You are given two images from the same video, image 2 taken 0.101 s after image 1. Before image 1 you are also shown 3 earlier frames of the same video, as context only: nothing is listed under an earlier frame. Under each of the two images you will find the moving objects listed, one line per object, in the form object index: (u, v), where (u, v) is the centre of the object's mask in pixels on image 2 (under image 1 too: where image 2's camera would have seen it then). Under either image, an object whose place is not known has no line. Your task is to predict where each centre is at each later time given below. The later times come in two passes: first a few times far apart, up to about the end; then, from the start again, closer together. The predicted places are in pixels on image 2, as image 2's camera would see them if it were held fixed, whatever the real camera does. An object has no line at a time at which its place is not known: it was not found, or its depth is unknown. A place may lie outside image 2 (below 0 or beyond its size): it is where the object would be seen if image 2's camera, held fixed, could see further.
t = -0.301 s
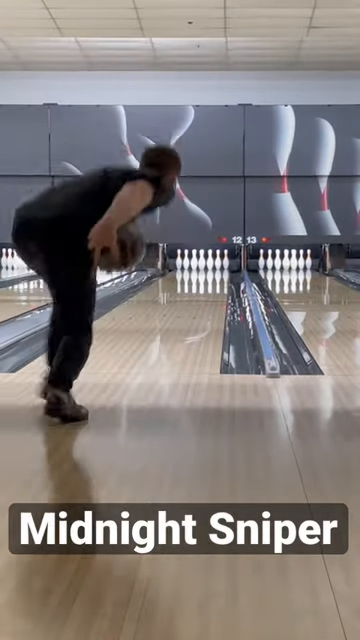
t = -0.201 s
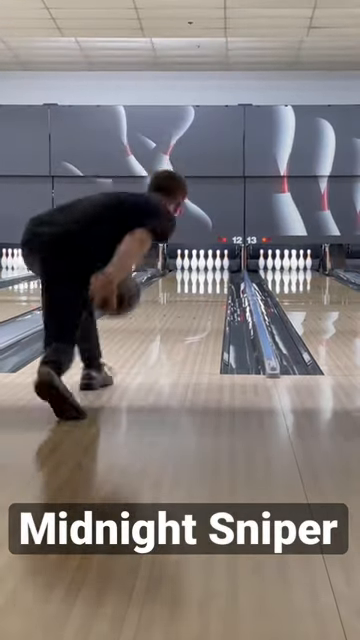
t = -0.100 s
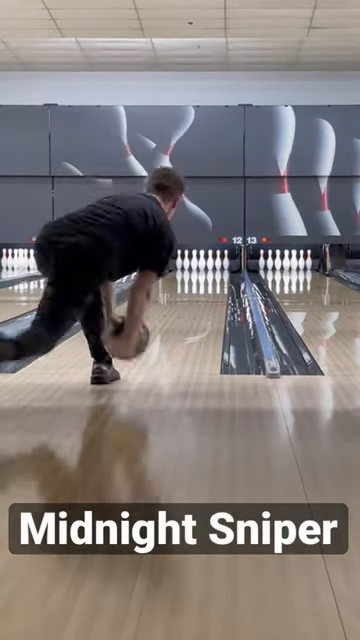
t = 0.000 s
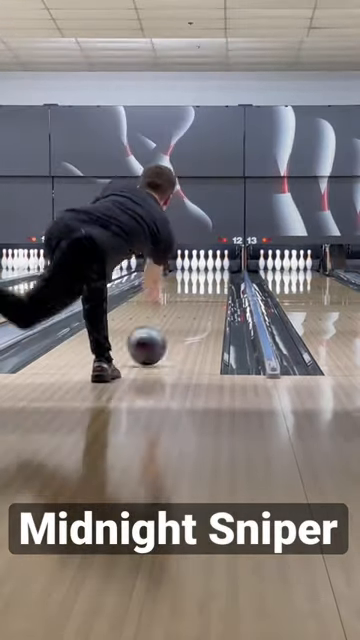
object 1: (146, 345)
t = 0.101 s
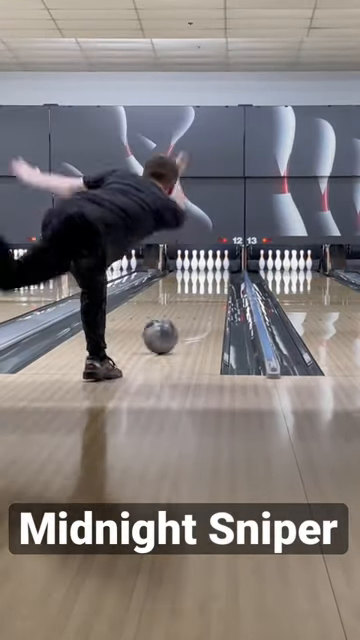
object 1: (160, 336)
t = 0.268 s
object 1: (178, 322)
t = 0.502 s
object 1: (195, 307)
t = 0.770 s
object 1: (207, 296)
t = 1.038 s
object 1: (215, 288)
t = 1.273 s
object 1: (219, 282)
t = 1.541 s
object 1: (220, 277)
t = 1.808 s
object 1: (219, 272)
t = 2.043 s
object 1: (215, 269)
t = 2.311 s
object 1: (209, 266)
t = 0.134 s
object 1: (164, 334)
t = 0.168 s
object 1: (168, 329)
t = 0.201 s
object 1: (171, 326)
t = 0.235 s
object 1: (174, 324)
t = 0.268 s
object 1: (178, 322)
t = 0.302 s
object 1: (180, 319)
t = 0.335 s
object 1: (183, 317)
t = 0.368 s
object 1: (186, 315)
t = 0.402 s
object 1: (188, 314)
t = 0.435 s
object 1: (190, 311)
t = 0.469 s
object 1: (192, 309)
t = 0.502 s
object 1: (195, 307)
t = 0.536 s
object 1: (197, 307)
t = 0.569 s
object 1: (198, 304)
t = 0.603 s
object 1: (200, 303)
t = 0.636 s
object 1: (202, 301)
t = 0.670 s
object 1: (203, 300)
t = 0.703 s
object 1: (205, 298)
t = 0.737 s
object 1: (206, 297)
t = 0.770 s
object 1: (207, 296)
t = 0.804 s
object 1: (208, 294)
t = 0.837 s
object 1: (210, 294)
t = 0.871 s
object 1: (211, 292)
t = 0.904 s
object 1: (212, 291)
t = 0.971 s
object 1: (213, 290)
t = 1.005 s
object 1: (214, 289)
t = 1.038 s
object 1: (215, 288)
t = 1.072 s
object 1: (216, 286)
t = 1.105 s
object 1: (216, 285)
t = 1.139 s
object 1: (217, 285)
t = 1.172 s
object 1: (217, 284)
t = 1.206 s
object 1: (218, 283)
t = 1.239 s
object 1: (218, 283)
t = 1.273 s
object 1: (219, 282)
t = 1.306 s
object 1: (219, 281)
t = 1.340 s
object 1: (219, 281)
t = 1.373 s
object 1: (219, 280)
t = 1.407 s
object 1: (219, 279)
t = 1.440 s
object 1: (220, 279)
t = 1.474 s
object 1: (220, 278)
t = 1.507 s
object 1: (220, 277)
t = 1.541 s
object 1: (220, 277)
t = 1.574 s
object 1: (220, 276)
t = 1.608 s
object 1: (220, 276)
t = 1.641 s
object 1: (220, 275)
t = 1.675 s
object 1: (220, 275)
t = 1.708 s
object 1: (219, 274)
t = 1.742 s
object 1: (219, 274)
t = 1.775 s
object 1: (219, 273)
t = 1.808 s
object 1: (219, 272)
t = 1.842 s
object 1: (218, 272)
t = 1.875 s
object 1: (218, 272)
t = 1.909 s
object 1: (218, 271)
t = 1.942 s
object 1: (217, 271)
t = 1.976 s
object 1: (217, 270)
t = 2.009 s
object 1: (216, 270)
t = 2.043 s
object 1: (215, 269)
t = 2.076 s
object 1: (214, 269)
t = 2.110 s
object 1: (213, 269)
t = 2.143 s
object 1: (212, 268)
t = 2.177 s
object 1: (211, 268)
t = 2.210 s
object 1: (210, 268)
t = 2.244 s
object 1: (210, 268)
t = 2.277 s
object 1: (210, 267)
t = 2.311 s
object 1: (209, 266)
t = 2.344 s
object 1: (208, 266)
